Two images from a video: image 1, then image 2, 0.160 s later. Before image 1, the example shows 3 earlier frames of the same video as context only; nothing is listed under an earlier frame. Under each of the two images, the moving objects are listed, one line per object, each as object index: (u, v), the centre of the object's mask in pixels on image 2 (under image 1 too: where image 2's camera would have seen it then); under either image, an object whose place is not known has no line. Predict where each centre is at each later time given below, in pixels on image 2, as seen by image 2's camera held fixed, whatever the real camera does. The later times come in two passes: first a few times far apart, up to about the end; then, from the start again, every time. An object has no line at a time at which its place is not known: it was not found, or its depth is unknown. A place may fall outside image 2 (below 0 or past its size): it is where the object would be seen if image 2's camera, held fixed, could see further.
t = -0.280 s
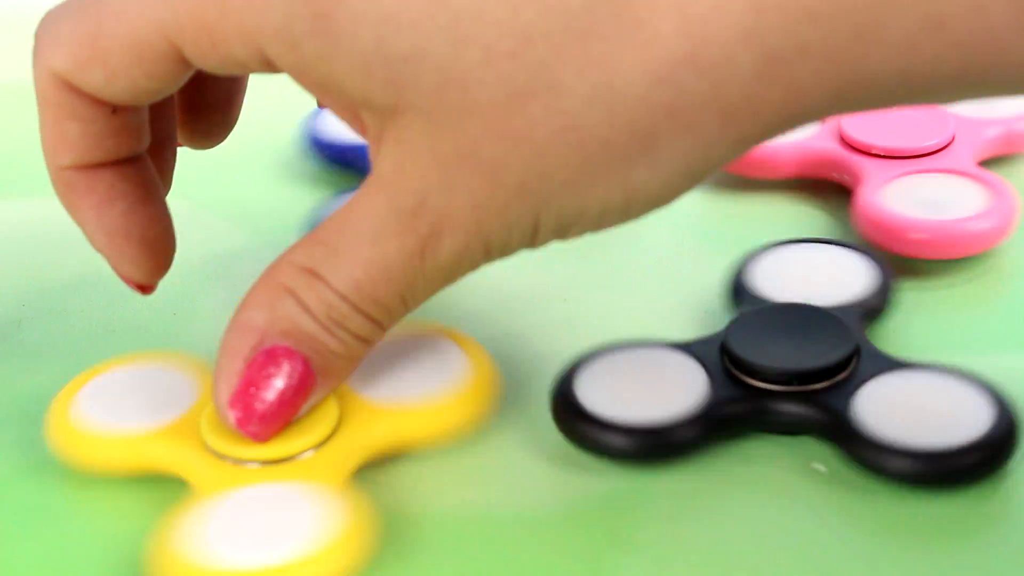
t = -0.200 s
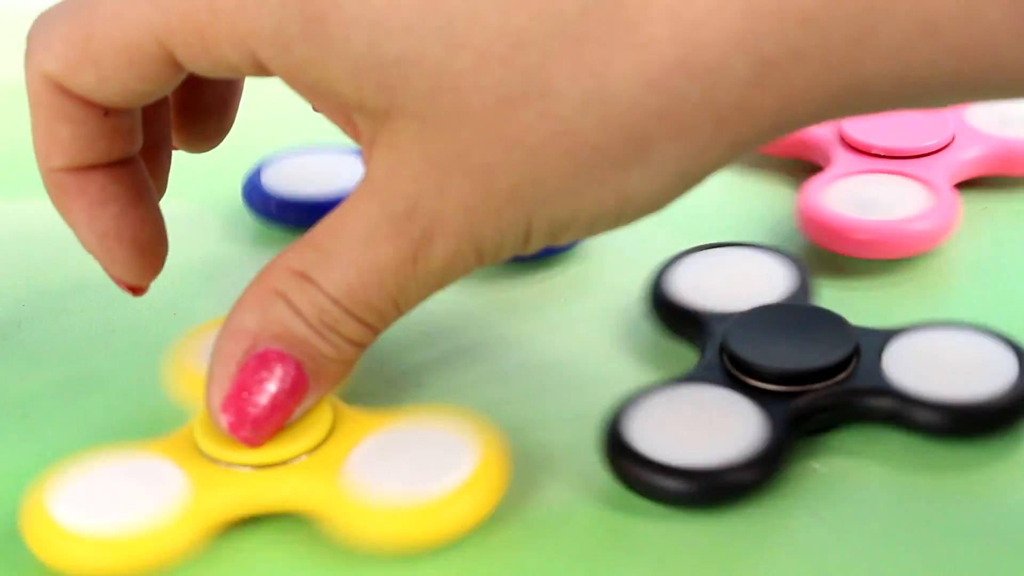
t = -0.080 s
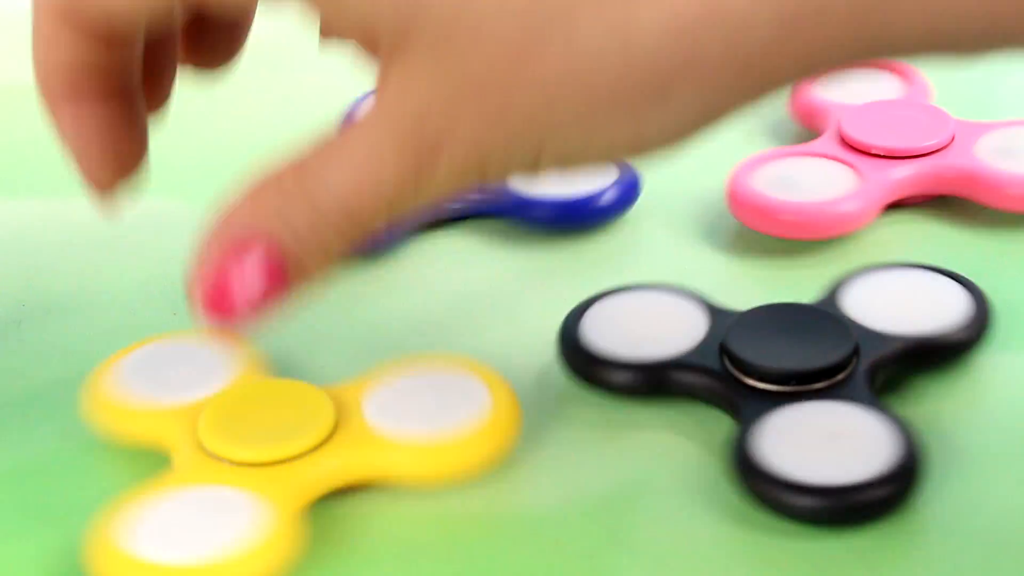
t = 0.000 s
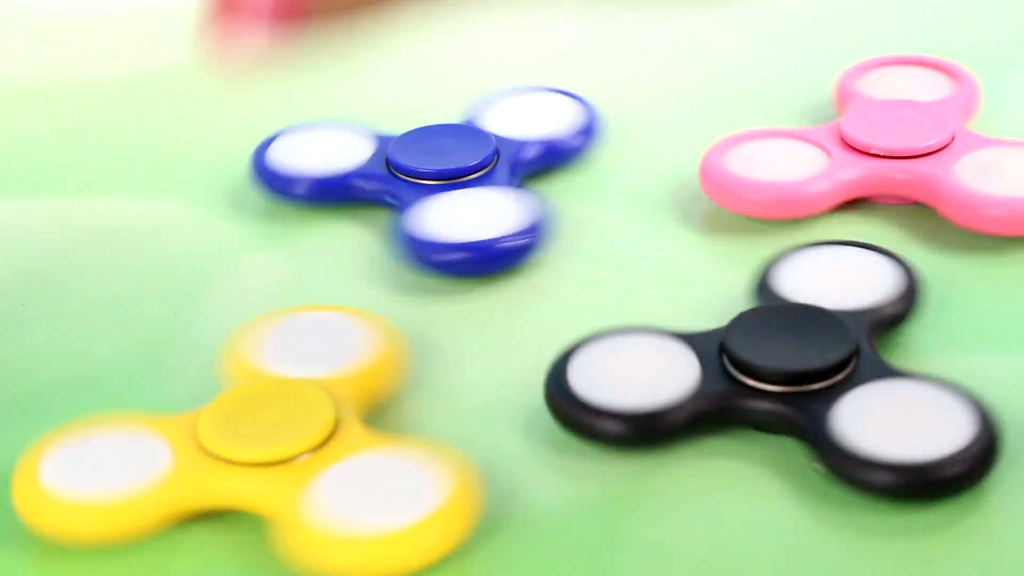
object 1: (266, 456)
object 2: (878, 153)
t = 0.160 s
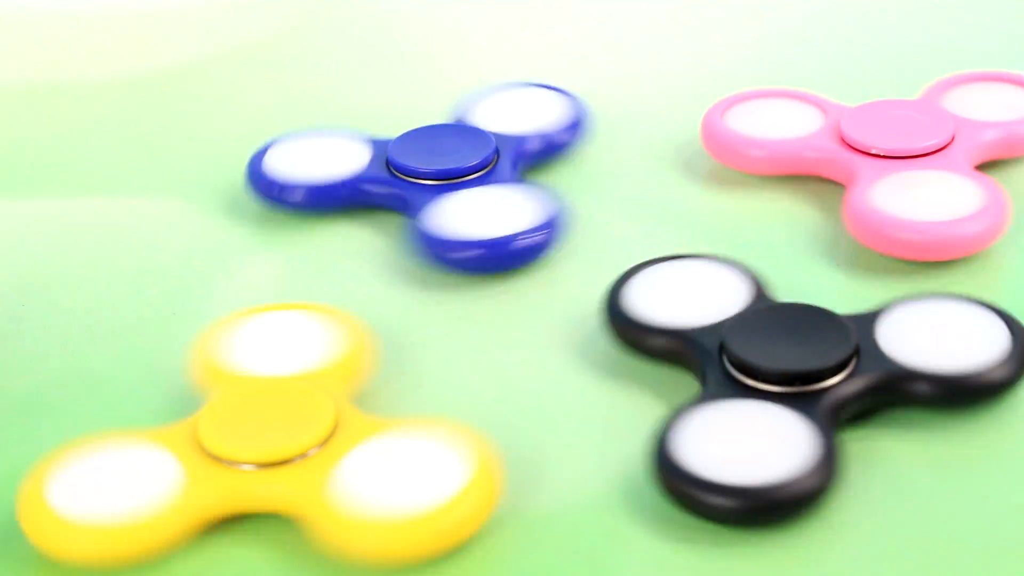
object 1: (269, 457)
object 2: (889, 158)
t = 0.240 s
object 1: (270, 443)
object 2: (880, 156)
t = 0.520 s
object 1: (270, 456)
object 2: (884, 153)
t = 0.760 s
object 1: (268, 455)
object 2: (882, 158)
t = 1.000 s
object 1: (265, 451)
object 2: (873, 154)
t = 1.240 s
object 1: (267, 447)
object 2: (890, 153)
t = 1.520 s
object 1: (273, 443)
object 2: (883, 157)
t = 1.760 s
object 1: (272, 442)
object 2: (874, 153)
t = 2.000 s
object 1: (267, 446)
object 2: (872, 154)
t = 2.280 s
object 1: (269, 443)
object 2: (878, 151)
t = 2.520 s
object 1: (266, 453)
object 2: (880, 152)
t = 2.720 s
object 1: (273, 448)
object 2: (883, 150)
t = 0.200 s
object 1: (266, 451)
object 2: (884, 157)
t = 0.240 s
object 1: (270, 443)
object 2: (880, 156)
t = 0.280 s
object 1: (275, 444)
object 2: (876, 154)
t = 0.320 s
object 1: (274, 454)
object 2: (874, 154)
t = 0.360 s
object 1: (272, 456)
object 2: (874, 153)
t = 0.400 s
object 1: (266, 450)
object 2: (873, 154)
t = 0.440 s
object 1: (271, 444)
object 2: (875, 152)
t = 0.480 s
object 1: (274, 449)
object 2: (879, 153)
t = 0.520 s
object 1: (270, 456)
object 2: (884, 153)
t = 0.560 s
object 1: (270, 455)
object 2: (890, 153)
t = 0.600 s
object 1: (267, 448)
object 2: (893, 154)
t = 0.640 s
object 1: (272, 443)
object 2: (893, 156)
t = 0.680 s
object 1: (275, 448)
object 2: (890, 157)
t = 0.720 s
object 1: (270, 456)
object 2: (885, 158)
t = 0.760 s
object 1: (268, 455)
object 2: (882, 158)
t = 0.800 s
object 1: (267, 448)
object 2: (878, 157)
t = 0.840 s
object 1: (271, 443)
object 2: (875, 157)
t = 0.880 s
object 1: (275, 446)
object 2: (873, 156)
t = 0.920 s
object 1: (272, 454)
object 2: (873, 155)
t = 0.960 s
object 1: (271, 457)
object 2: (873, 155)
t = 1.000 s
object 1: (265, 451)
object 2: (873, 154)
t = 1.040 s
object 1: (269, 446)
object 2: (874, 154)
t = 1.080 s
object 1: (273, 446)
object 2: (876, 152)
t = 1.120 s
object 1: (271, 452)
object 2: (879, 152)
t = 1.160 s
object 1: (269, 456)
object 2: (882, 152)
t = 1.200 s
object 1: (268, 454)
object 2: (887, 152)
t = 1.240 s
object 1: (267, 447)
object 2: (890, 153)
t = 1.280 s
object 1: (271, 443)
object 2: (892, 154)
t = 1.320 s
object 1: (274, 446)
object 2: (892, 155)
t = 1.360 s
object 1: (271, 454)
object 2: (891, 157)
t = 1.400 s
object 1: (268, 457)
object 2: (889, 157)
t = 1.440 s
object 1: (267, 454)
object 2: (887, 158)
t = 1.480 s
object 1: (268, 447)
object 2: (885, 158)
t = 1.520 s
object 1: (273, 443)
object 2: (883, 157)
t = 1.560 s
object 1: (276, 447)
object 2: (880, 158)
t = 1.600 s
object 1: (273, 453)
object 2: (877, 157)
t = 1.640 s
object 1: (268, 458)
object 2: (875, 157)
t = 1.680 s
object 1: (269, 454)
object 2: (876, 156)
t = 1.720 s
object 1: (267, 447)
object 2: (874, 154)
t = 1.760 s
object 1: (272, 442)
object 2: (874, 153)
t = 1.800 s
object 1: (276, 443)
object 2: (874, 152)
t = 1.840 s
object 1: (275, 452)
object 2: (874, 154)
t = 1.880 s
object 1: (269, 456)
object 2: (873, 154)
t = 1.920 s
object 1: (271, 457)
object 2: (874, 155)
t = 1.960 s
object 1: (267, 452)
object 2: (874, 154)
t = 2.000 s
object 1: (267, 446)
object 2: (872, 154)
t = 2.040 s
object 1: (271, 443)
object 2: (872, 153)
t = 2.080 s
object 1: (274, 445)
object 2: (873, 152)
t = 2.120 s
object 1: (274, 450)
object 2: (876, 151)
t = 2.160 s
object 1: (272, 453)
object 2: (878, 150)
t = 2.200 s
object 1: (272, 452)
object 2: (878, 150)
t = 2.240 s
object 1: (266, 450)
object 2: (877, 152)
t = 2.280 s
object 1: (269, 443)
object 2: (878, 151)
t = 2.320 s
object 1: (271, 443)
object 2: (877, 152)
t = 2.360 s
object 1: (275, 446)
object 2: (879, 152)
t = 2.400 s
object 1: (274, 451)
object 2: (880, 152)
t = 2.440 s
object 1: (270, 456)
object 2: (880, 152)
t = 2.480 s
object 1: (269, 456)
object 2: (880, 152)
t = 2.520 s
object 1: (266, 453)
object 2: (880, 152)
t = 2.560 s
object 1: (270, 447)
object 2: (884, 151)
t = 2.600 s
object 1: (272, 444)
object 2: (884, 151)
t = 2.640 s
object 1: (277, 443)
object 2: (885, 151)
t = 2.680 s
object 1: (274, 444)
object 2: (882, 151)
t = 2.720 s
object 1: (273, 448)
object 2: (883, 150)
